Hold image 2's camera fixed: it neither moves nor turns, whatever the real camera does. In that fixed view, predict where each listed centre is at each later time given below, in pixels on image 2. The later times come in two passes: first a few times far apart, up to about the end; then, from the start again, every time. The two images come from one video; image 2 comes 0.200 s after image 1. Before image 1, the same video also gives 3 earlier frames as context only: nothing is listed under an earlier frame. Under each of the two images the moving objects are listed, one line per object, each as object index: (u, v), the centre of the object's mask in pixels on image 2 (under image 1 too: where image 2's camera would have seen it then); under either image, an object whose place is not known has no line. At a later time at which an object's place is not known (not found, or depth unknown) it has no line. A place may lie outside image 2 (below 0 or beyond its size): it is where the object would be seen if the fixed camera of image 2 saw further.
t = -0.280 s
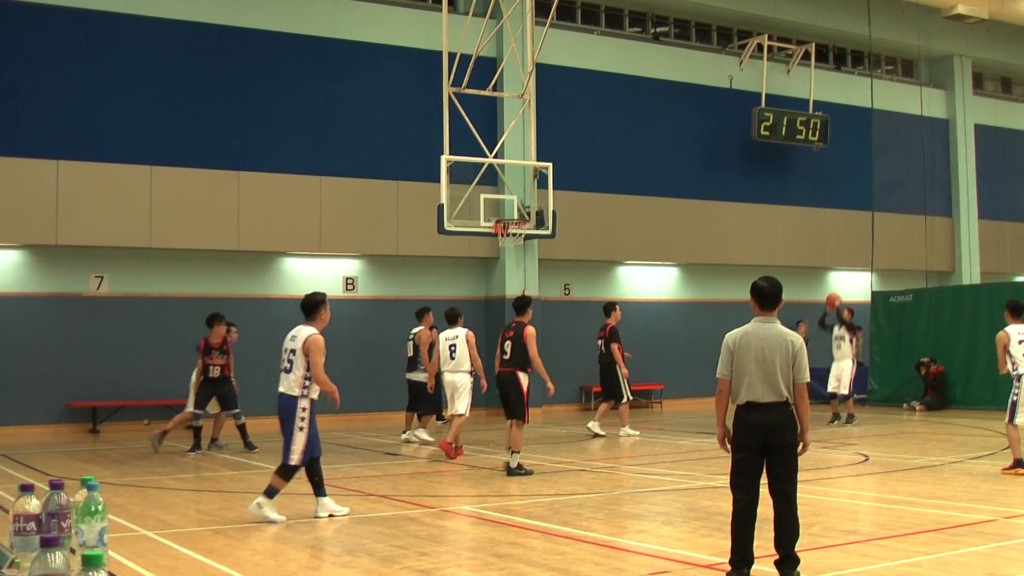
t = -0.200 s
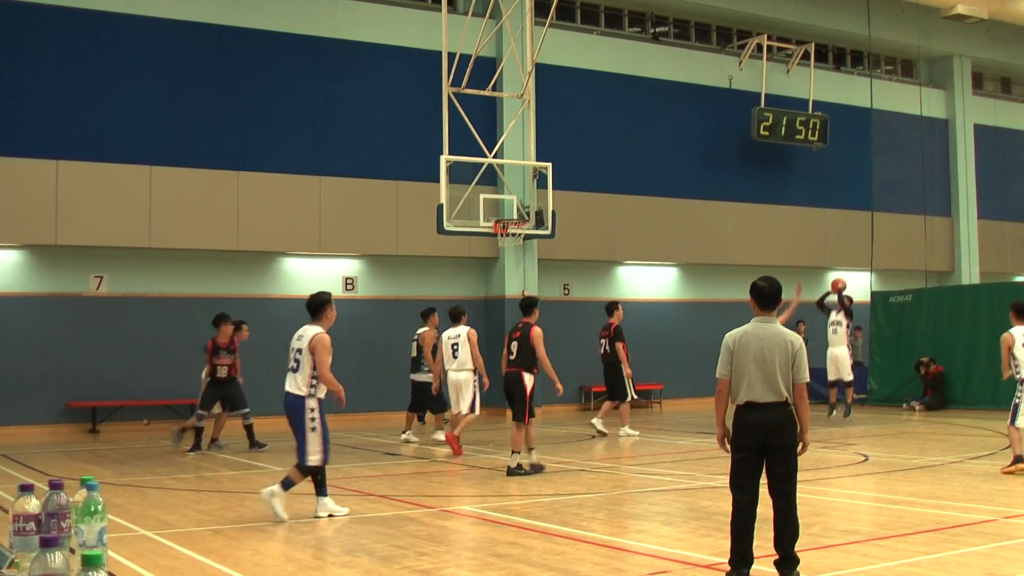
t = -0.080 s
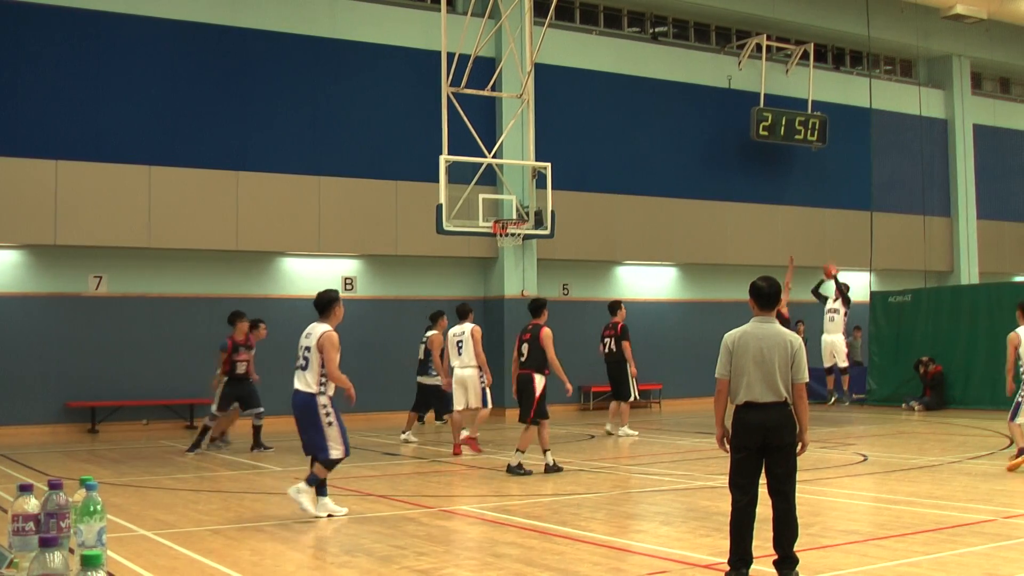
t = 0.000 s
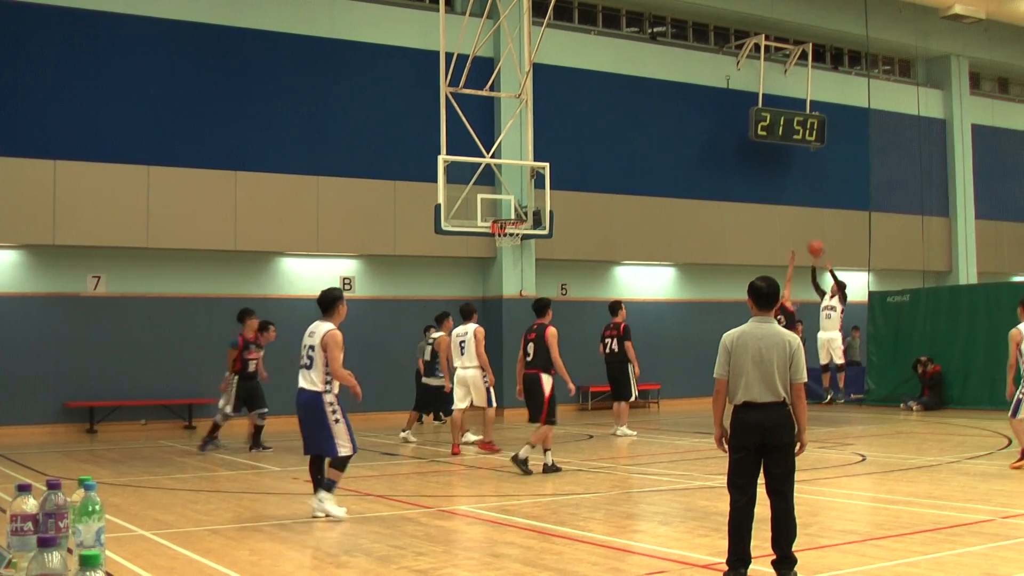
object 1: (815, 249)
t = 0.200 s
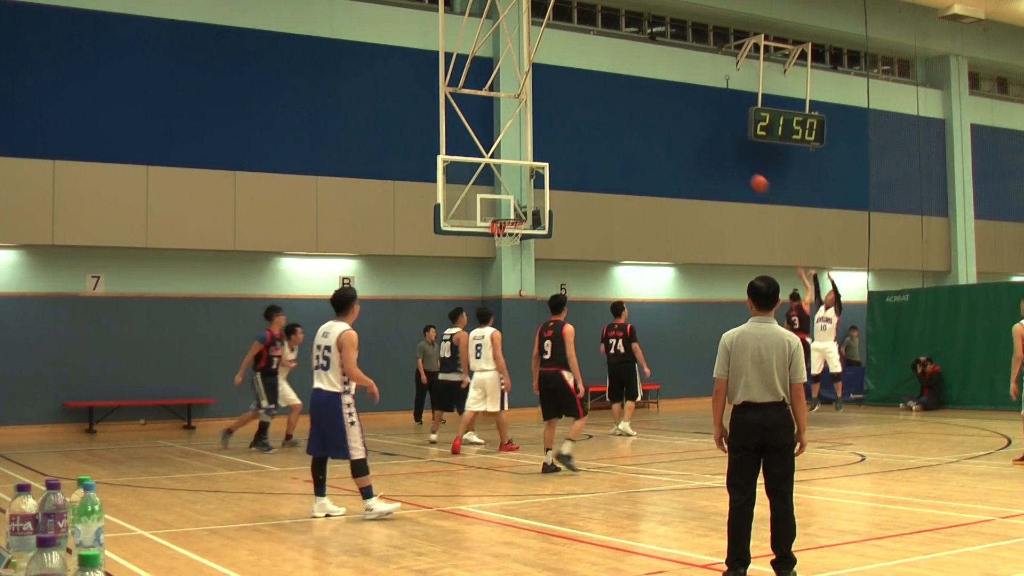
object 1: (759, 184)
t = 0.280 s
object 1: (736, 164)
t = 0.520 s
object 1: (668, 131)
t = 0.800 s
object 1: (588, 139)
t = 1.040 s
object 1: (517, 187)
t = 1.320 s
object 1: (449, 228)
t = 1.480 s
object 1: (411, 261)
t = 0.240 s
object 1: (748, 174)
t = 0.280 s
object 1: (736, 164)
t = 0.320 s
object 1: (725, 157)
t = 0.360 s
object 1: (714, 149)
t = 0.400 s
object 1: (703, 144)
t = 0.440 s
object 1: (691, 138)
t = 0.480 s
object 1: (680, 134)
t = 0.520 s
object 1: (668, 131)
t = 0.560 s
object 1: (657, 129)
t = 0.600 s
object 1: (645, 128)
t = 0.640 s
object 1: (634, 128)
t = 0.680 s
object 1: (623, 129)
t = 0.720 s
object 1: (611, 130)
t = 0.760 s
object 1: (600, 134)
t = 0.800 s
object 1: (588, 139)
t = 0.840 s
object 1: (576, 144)
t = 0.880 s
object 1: (565, 150)
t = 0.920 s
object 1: (554, 157)
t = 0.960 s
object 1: (541, 166)
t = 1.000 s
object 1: (529, 177)
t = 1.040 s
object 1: (517, 187)
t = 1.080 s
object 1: (506, 199)
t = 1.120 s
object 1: (494, 213)
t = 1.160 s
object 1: (485, 214)
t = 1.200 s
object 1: (476, 215)
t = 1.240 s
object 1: (467, 218)
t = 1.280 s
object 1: (458, 222)
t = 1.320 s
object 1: (449, 228)
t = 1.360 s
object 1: (439, 234)
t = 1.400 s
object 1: (429, 242)
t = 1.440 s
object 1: (421, 250)
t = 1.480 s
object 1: (411, 261)
